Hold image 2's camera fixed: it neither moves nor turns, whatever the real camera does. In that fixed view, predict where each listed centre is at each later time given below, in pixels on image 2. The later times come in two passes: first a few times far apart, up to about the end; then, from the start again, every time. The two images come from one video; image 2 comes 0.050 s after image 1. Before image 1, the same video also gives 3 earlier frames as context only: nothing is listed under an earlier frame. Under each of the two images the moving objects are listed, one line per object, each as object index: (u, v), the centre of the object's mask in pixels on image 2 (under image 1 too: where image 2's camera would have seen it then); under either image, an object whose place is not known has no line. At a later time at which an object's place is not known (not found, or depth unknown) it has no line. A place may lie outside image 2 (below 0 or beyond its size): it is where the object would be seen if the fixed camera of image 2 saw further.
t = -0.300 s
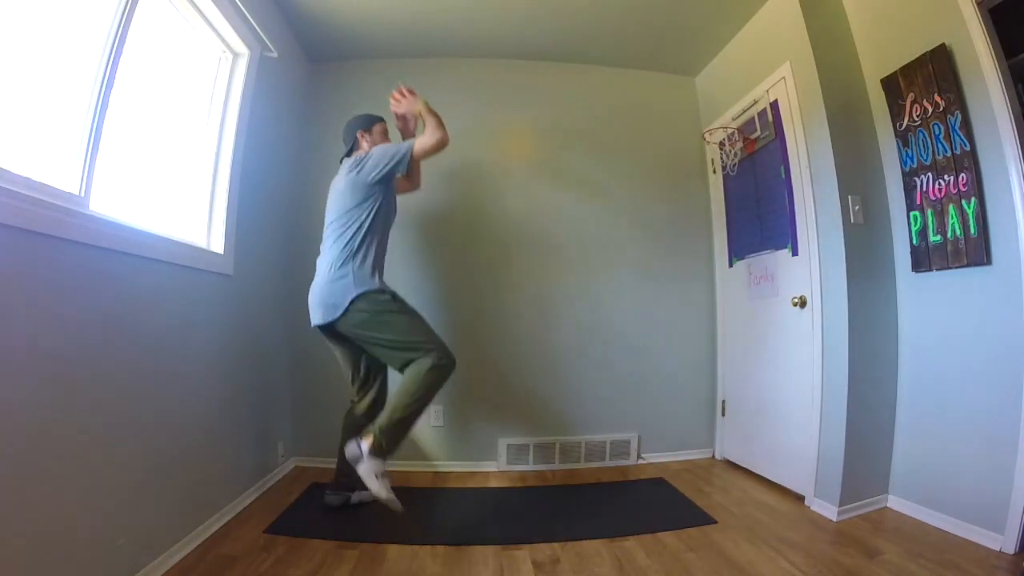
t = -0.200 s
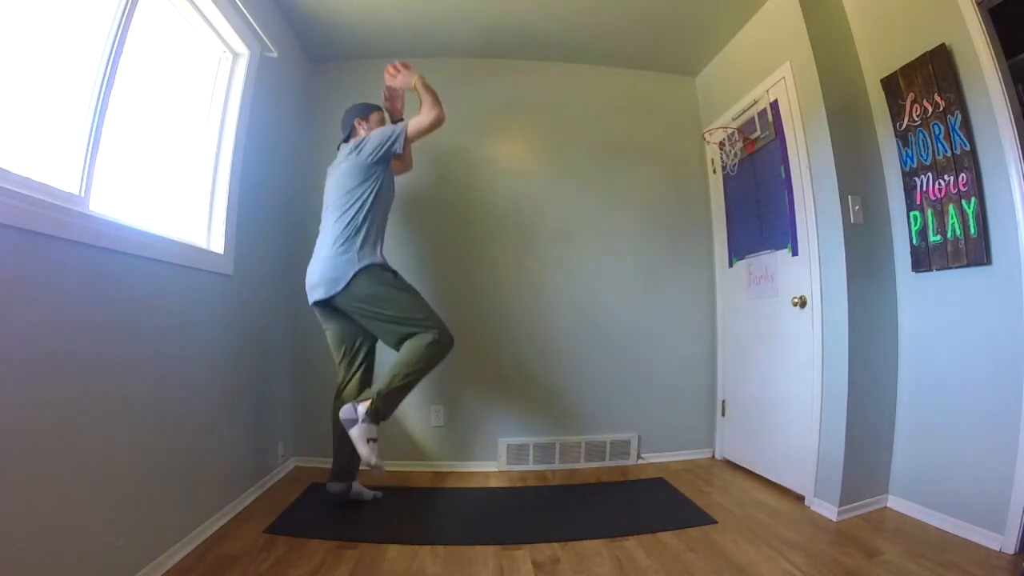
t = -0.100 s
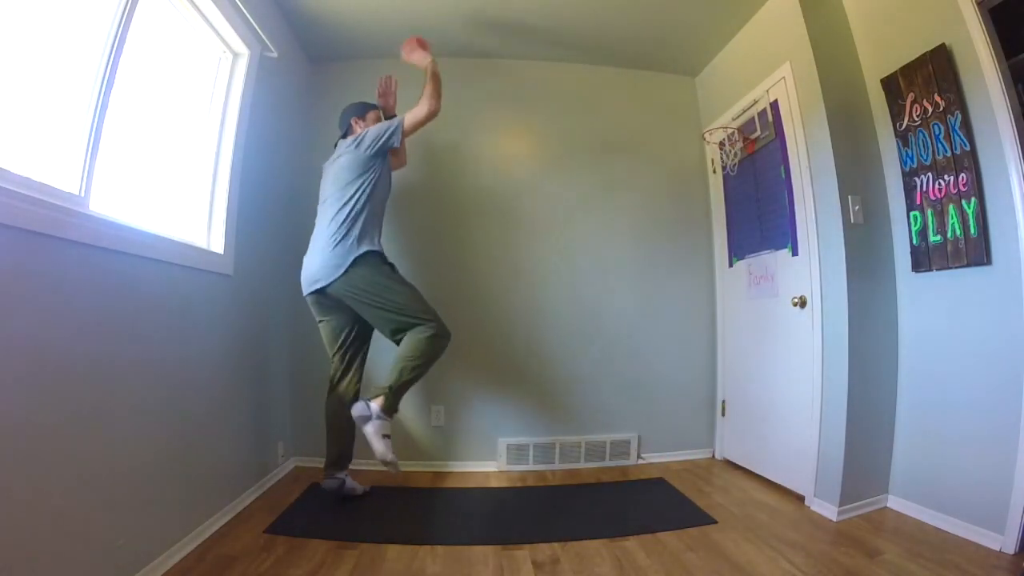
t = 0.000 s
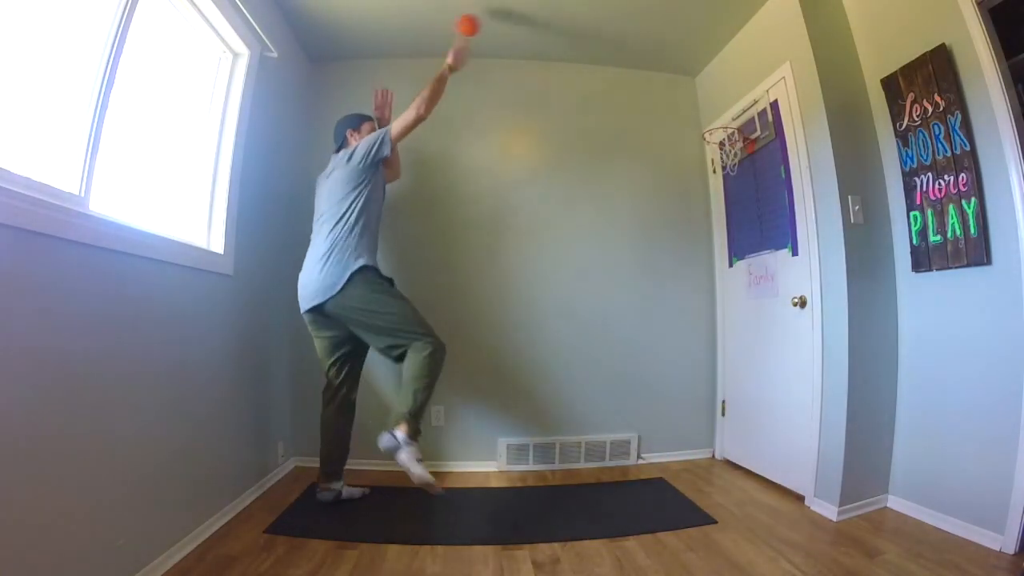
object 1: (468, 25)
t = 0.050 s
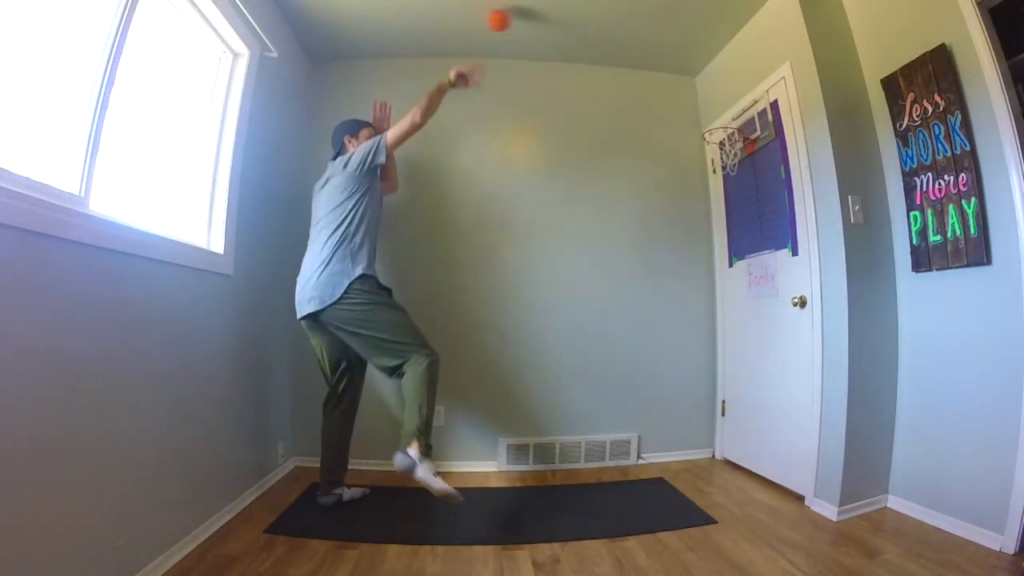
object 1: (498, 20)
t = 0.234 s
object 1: (604, 39)
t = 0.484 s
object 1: (734, 150)
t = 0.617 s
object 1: (767, 217)
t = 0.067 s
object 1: (508, 19)
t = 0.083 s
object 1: (518, 19)
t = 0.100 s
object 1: (528, 20)
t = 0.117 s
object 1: (538, 20)
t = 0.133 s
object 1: (548, 21)
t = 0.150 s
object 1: (557, 23)
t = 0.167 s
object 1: (567, 25)
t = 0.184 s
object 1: (576, 28)
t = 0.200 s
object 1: (585, 31)
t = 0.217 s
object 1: (594, 35)
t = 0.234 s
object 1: (604, 39)
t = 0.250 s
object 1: (613, 43)
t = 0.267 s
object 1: (623, 48)
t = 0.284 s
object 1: (632, 53)
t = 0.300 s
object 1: (642, 59)
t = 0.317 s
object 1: (651, 66)
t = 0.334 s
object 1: (660, 72)
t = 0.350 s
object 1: (669, 80)
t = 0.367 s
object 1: (678, 88)
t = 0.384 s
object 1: (687, 96)
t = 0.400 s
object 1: (696, 104)
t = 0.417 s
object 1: (704, 113)
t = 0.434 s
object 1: (713, 123)
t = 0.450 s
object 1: (724, 136)
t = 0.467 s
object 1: (730, 143)
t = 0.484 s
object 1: (734, 150)
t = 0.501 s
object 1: (739, 156)
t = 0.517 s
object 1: (742, 163)
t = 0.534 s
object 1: (747, 171)
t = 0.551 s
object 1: (750, 178)
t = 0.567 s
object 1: (755, 187)
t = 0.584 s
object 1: (758, 196)
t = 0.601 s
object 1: (764, 207)
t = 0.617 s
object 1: (767, 217)
